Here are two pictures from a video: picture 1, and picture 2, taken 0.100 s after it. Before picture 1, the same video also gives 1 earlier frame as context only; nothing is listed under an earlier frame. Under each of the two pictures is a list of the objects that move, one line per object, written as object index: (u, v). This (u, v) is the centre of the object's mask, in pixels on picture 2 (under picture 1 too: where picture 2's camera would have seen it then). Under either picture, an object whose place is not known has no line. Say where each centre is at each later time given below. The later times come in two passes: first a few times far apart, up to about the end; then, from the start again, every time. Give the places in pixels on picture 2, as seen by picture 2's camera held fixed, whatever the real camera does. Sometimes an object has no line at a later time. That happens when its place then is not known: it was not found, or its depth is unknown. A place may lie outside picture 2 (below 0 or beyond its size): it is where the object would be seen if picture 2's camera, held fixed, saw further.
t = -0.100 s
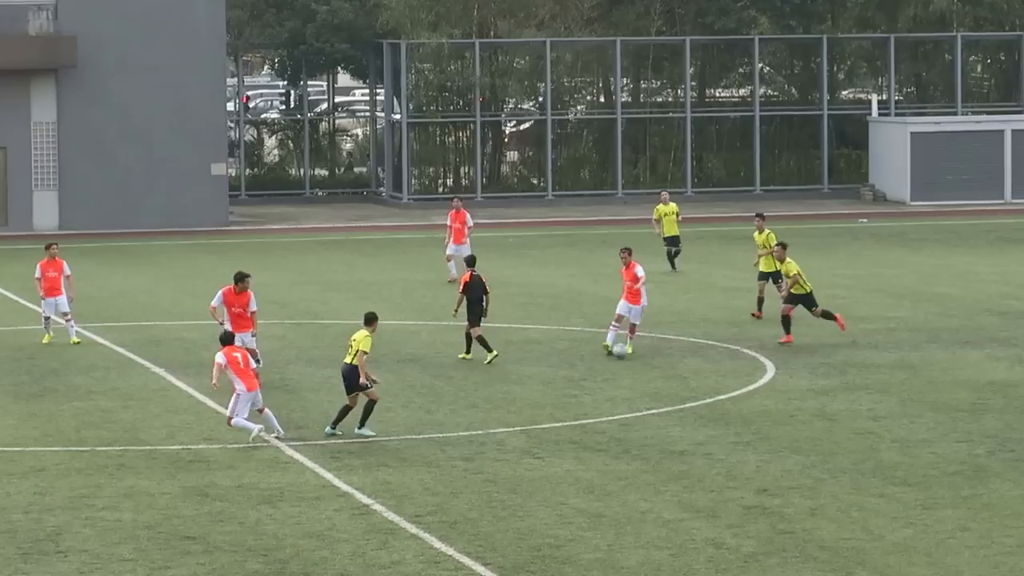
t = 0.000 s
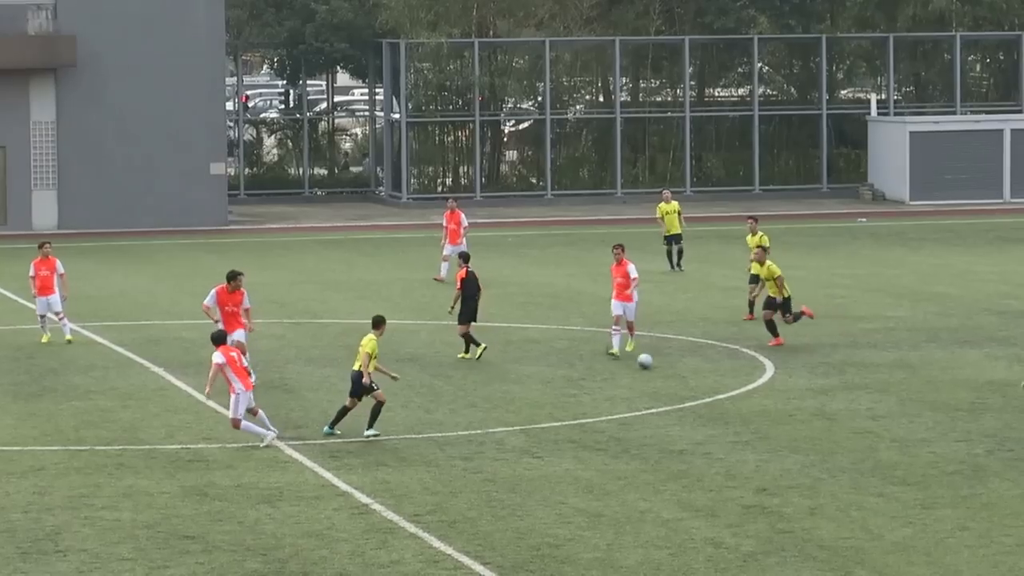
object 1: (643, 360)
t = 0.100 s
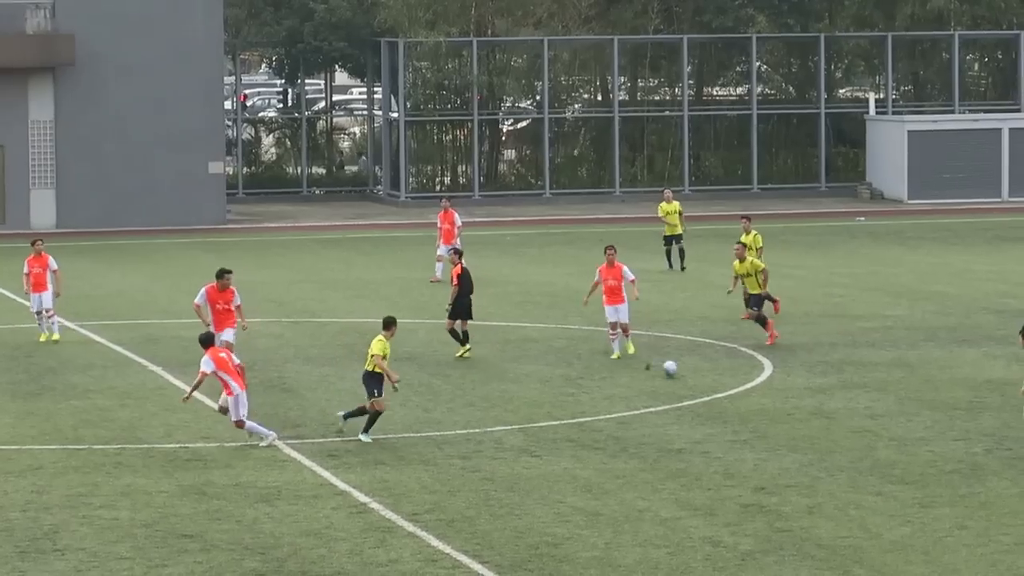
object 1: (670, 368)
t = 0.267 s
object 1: (715, 382)
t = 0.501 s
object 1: (784, 407)
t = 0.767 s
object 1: (854, 422)
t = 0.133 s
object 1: (679, 373)
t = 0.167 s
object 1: (688, 377)
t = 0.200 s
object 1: (697, 378)
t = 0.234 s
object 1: (706, 380)
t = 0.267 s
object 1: (715, 382)
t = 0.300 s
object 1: (726, 386)
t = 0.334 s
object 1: (736, 390)
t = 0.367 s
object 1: (746, 395)
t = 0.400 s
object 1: (754, 397)
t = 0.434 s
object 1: (764, 400)
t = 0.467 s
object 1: (774, 403)
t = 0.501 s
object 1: (784, 407)
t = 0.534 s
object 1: (792, 408)
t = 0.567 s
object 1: (801, 409)
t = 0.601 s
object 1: (810, 412)
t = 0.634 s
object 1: (819, 416)
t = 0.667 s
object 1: (829, 420)
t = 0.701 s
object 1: (838, 422)
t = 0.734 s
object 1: (845, 422)
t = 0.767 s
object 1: (854, 422)
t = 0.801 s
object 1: (863, 424)
